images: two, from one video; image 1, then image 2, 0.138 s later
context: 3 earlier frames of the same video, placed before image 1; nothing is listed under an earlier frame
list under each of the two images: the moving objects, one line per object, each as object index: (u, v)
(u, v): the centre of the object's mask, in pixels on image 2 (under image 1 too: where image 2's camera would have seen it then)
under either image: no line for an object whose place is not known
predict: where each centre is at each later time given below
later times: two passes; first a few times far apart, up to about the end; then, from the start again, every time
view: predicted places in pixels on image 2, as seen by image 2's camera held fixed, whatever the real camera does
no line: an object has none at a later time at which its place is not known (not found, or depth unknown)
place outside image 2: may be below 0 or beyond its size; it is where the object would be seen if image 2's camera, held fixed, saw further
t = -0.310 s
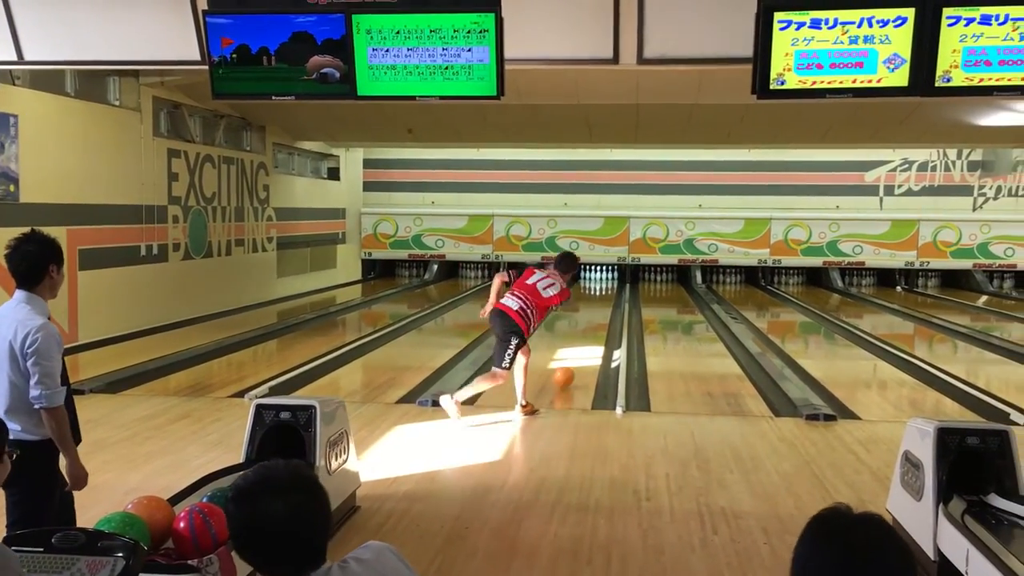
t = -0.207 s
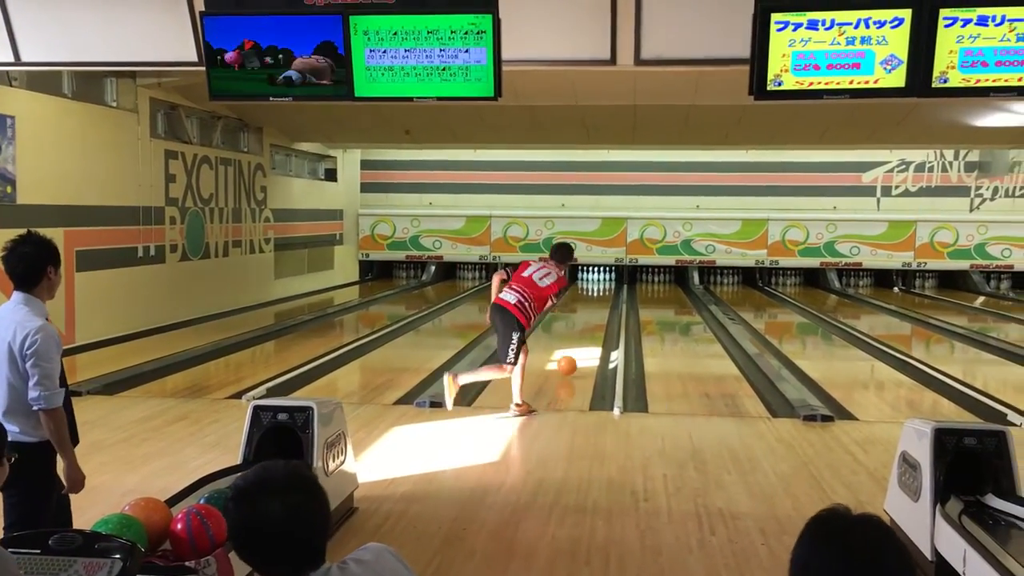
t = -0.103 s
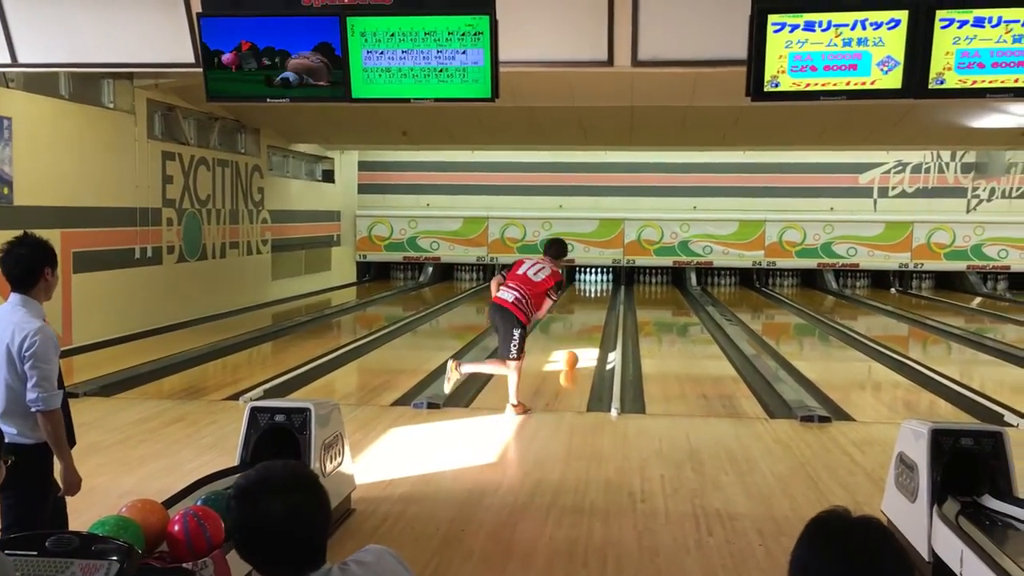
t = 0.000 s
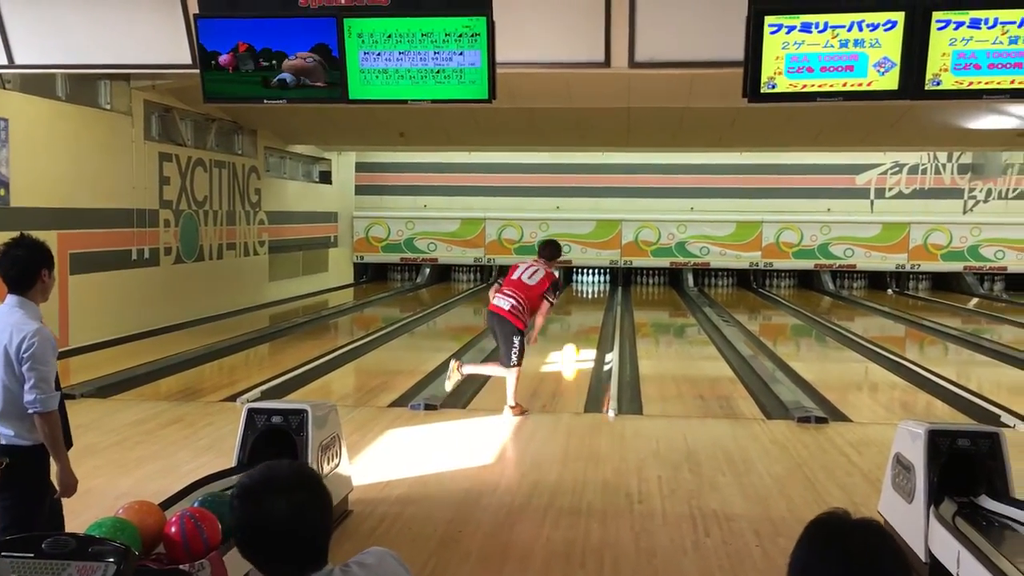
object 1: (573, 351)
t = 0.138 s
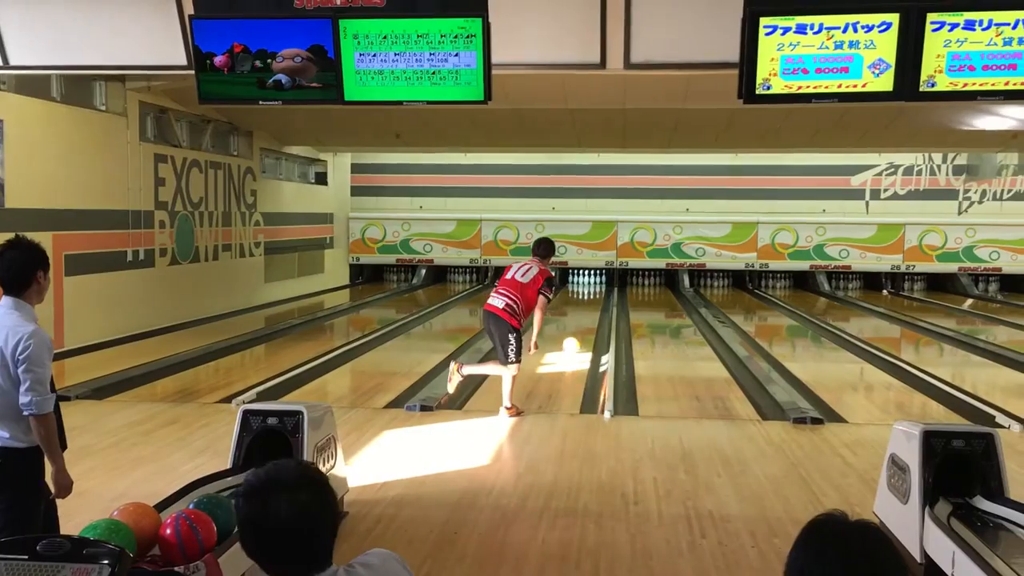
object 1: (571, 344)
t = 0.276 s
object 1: (575, 337)
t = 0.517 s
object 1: (578, 324)
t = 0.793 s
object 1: (581, 312)
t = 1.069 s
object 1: (581, 303)
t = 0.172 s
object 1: (572, 344)
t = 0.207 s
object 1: (573, 341)
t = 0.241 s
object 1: (574, 339)
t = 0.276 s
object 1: (575, 337)
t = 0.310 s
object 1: (576, 335)
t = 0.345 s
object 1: (576, 333)
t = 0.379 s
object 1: (576, 331)
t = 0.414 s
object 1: (577, 329)
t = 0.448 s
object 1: (578, 328)
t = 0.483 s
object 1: (578, 326)
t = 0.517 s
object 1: (578, 324)
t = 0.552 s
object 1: (579, 323)
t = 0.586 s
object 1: (579, 322)
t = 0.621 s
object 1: (579, 320)
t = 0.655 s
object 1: (579, 319)
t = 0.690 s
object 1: (579, 318)
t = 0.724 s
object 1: (580, 314)
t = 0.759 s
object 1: (580, 313)
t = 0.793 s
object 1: (581, 312)
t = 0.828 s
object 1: (580, 312)
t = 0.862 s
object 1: (580, 311)
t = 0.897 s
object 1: (580, 309)
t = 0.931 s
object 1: (581, 307)
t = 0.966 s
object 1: (581, 306)
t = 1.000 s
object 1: (581, 304)
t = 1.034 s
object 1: (581, 304)
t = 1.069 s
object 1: (581, 303)
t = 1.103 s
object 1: (581, 303)
